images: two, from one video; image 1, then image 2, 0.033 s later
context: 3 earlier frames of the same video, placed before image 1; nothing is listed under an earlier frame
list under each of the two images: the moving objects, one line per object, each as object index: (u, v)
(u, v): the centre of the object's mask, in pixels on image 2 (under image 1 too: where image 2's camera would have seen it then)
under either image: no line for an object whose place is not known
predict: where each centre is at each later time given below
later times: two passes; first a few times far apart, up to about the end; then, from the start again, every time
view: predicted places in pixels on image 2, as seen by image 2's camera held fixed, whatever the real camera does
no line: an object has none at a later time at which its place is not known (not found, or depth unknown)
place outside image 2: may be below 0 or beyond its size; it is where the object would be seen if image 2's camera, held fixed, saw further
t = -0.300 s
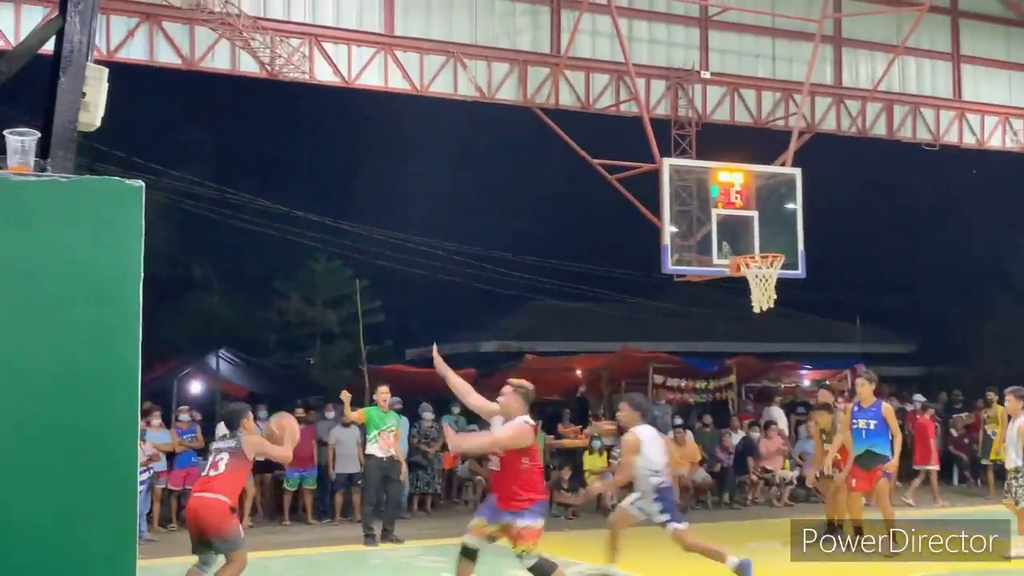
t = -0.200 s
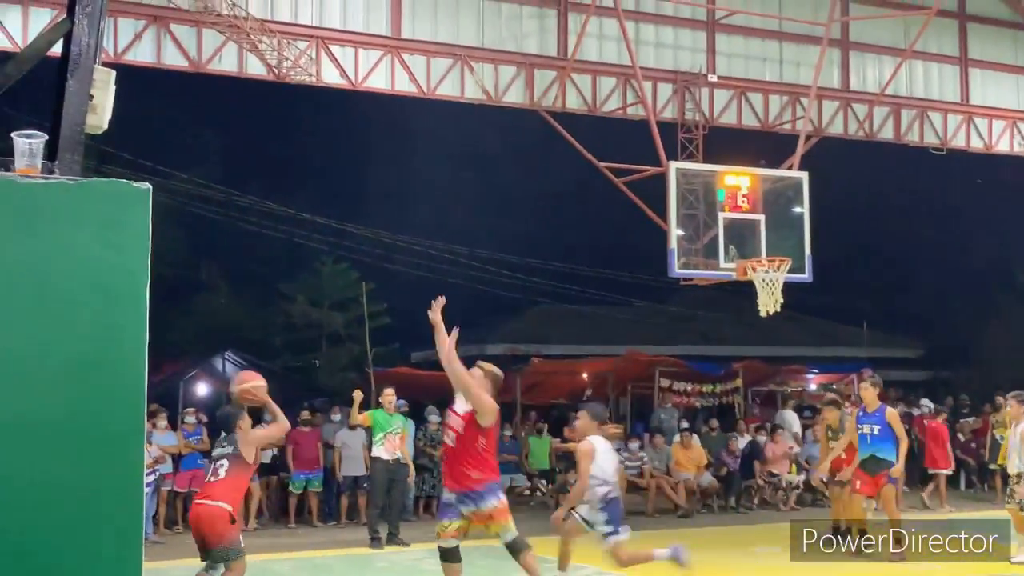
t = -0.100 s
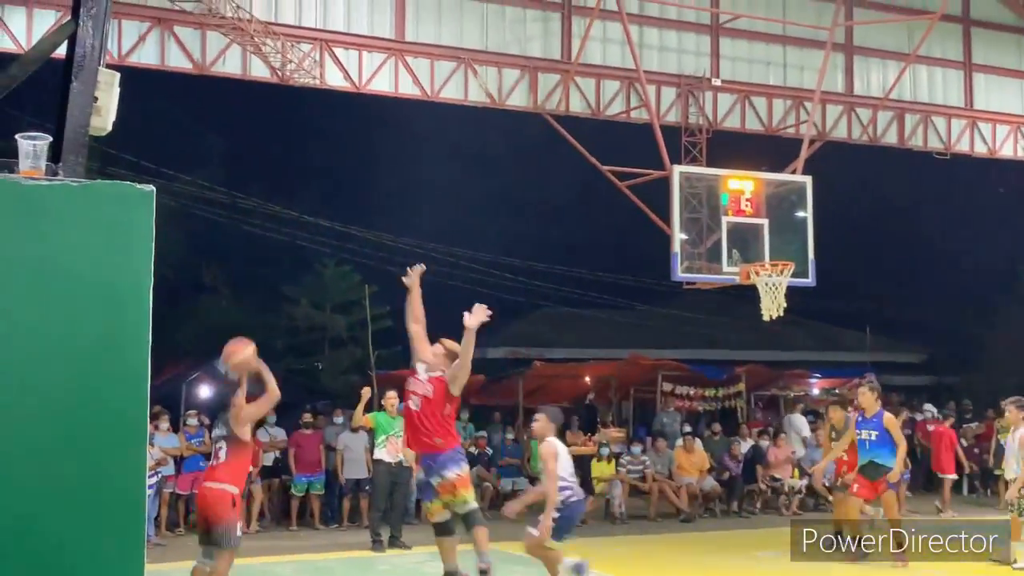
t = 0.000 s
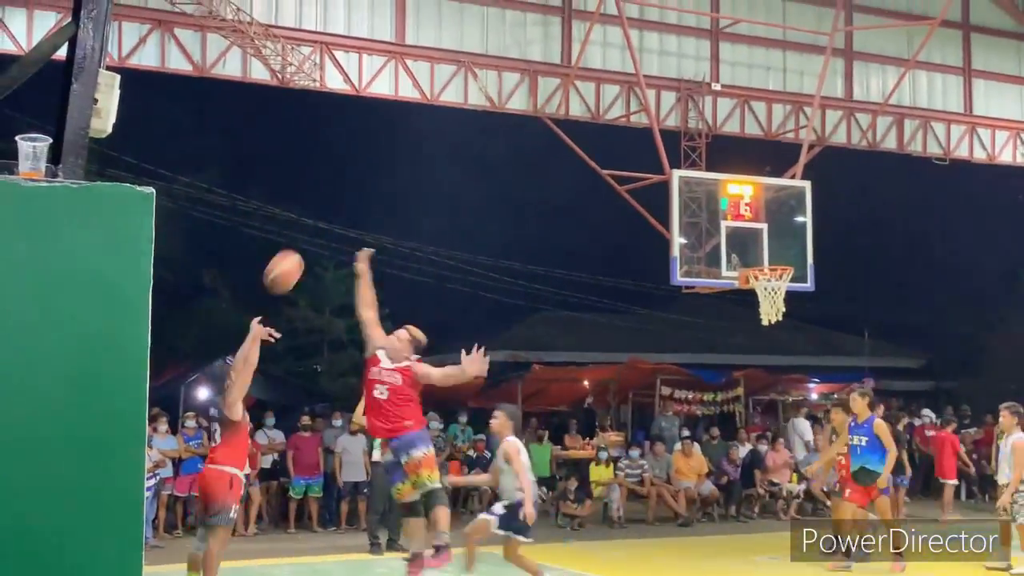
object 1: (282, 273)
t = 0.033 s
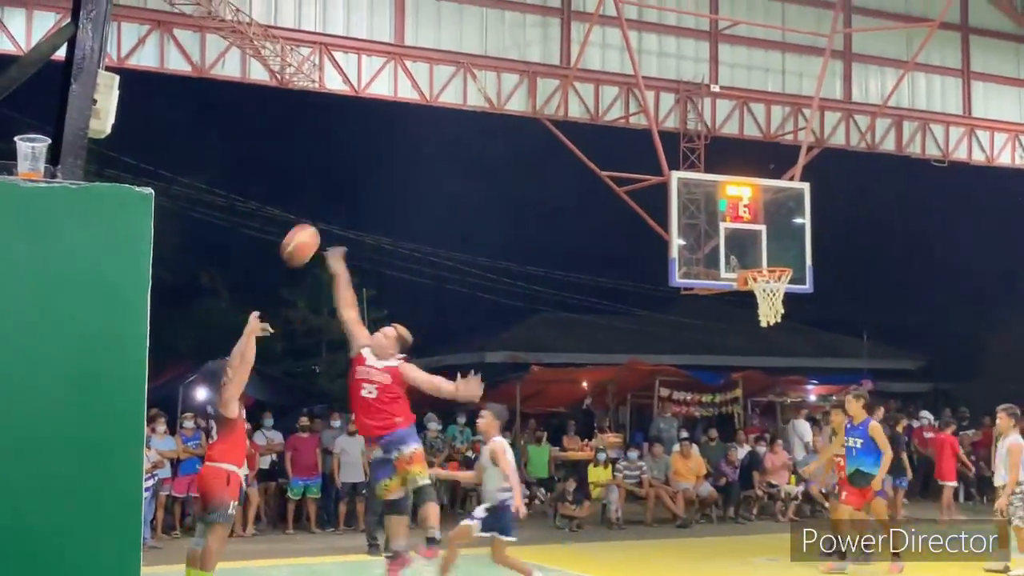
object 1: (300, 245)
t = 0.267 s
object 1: (413, 110)
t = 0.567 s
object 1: (532, 52)
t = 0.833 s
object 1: (623, 82)
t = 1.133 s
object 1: (713, 190)
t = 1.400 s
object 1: (727, 291)
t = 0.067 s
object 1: (317, 219)
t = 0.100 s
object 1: (335, 196)
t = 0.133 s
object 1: (351, 175)
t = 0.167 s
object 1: (367, 155)
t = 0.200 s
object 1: (383, 139)
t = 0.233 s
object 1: (398, 123)
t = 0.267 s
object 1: (413, 110)
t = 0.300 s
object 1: (427, 97)
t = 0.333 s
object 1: (440, 87)
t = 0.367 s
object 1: (456, 76)
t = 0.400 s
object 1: (468, 68)
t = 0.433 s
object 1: (482, 63)
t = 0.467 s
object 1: (495, 59)
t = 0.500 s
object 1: (508, 56)
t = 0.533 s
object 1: (520, 53)
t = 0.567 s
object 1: (532, 52)
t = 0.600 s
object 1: (544, 52)
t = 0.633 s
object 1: (556, 53)
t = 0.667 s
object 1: (569, 55)
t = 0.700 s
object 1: (578, 59)
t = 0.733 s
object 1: (590, 63)
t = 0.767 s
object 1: (602, 69)
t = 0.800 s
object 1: (612, 75)
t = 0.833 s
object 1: (623, 82)
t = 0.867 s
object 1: (633, 89)
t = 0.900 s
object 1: (643, 99)
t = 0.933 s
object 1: (653, 109)
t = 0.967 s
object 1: (665, 121)
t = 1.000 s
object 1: (674, 133)
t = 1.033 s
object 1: (683, 146)
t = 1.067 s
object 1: (693, 159)
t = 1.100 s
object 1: (703, 174)
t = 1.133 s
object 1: (713, 190)
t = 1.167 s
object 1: (719, 205)
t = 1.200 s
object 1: (728, 222)
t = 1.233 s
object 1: (737, 240)
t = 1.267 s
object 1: (746, 258)
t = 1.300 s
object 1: (747, 268)
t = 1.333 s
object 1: (741, 275)
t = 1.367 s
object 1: (733, 284)
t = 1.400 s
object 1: (727, 291)
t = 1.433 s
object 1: (720, 300)
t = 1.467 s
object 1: (713, 310)
